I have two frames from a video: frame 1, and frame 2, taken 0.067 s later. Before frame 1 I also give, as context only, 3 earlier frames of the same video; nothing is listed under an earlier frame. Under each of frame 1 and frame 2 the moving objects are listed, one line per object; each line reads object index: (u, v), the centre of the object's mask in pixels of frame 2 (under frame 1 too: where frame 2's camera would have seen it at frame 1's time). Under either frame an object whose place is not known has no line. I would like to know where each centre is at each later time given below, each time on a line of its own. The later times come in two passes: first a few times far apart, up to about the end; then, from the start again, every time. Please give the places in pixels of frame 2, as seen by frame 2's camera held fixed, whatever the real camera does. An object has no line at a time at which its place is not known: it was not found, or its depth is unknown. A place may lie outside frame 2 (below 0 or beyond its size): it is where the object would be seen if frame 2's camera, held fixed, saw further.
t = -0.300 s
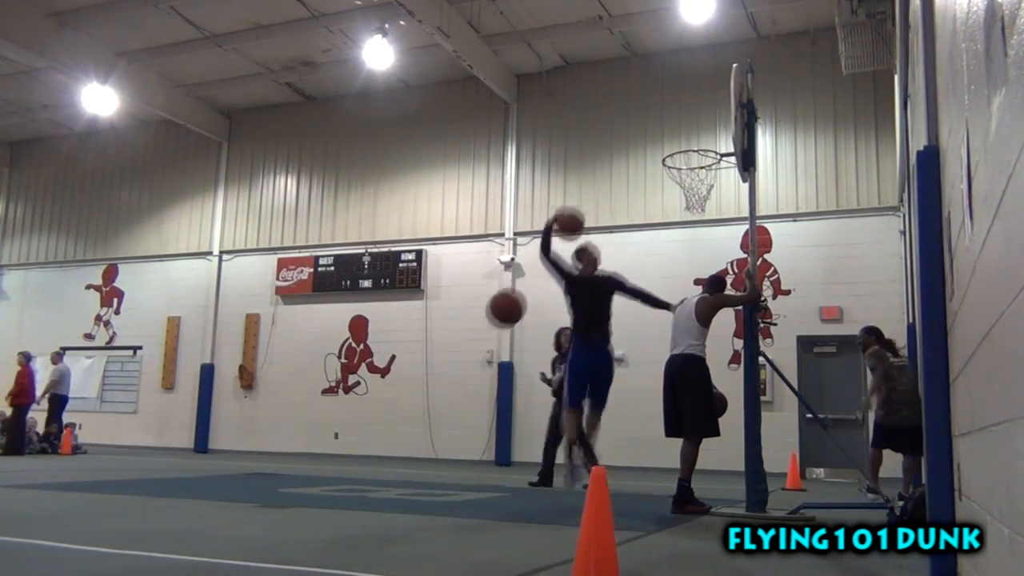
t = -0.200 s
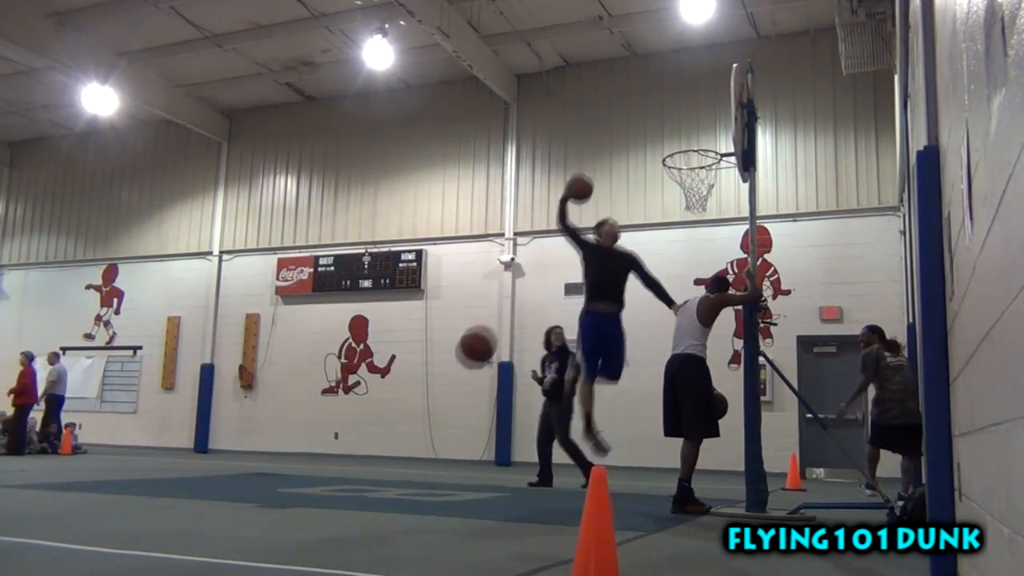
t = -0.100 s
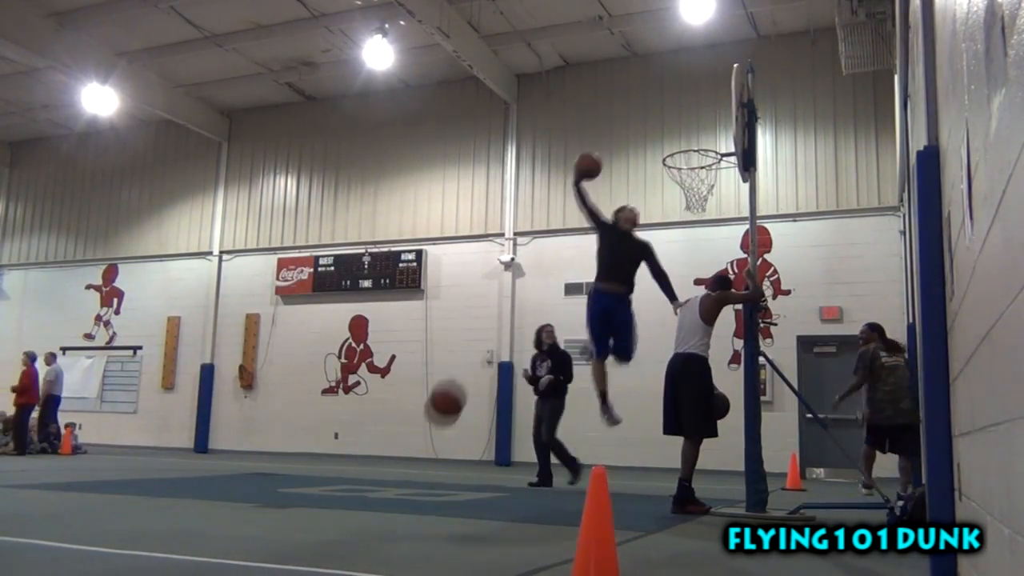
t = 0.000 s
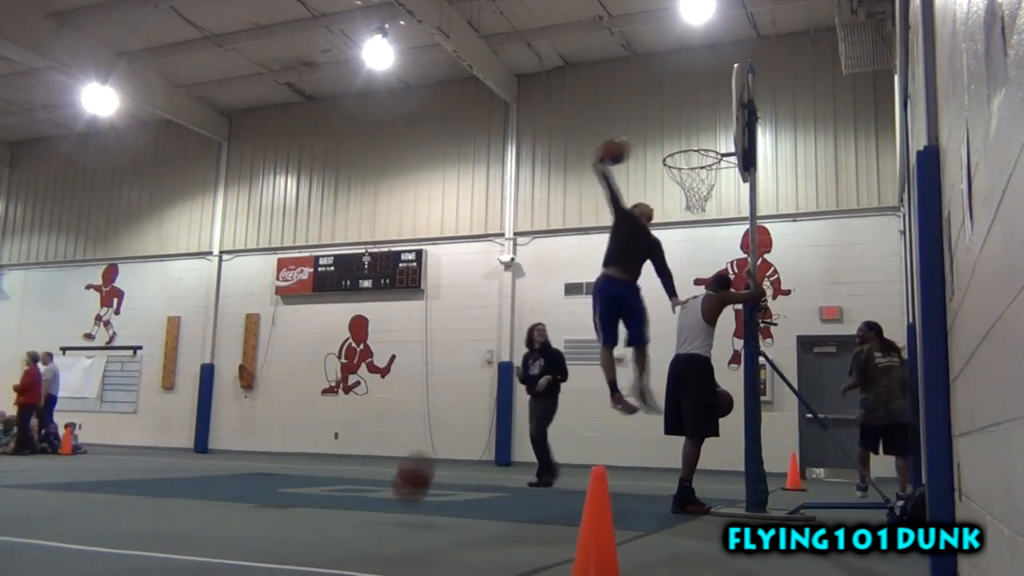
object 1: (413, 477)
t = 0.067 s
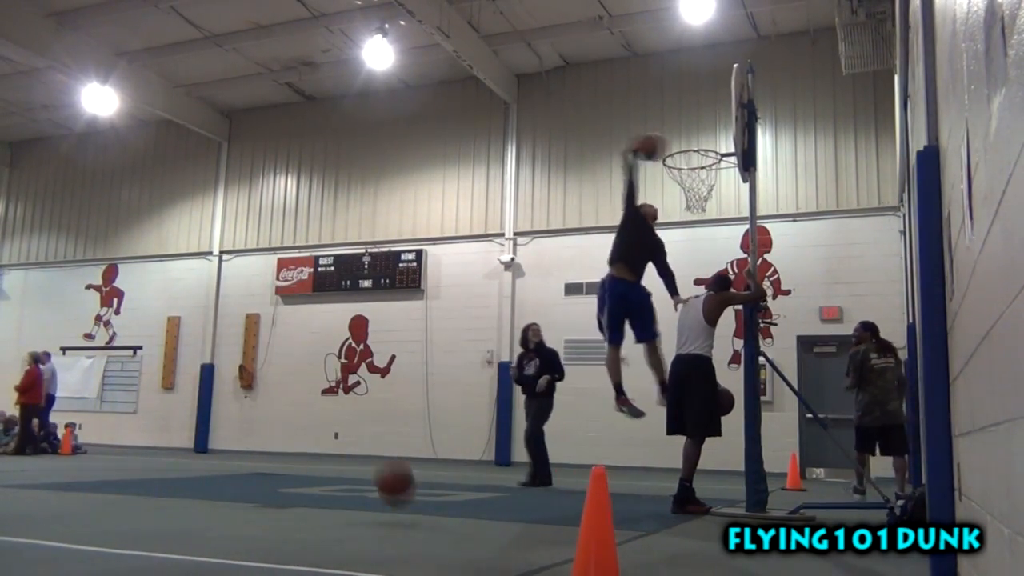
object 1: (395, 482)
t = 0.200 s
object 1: (366, 409)
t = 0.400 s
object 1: (319, 348)
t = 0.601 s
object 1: (271, 350)
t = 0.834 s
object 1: (201, 438)
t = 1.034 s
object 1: (147, 447)
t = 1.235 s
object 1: (102, 390)
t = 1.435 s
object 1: (45, 399)
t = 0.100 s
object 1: (388, 461)
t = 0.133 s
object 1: (380, 440)
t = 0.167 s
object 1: (374, 424)
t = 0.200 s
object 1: (366, 409)
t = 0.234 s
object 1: (360, 394)
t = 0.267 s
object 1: (350, 381)
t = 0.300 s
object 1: (343, 371)
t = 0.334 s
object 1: (335, 361)
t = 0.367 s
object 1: (326, 354)
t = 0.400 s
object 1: (319, 348)
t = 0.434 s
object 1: (311, 344)
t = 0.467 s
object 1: (303, 342)
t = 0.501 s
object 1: (295, 342)
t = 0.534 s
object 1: (287, 343)
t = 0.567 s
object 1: (279, 346)
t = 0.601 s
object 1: (271, 350)
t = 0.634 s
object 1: (261, 357)
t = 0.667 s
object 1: (251, 366)
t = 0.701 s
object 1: (242, 377)
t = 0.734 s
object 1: (234, 386)
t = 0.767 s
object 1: (223, 401)
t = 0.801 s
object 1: (212, 418)
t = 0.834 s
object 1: (201, 438)
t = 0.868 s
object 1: (190, 458)
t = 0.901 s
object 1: (179, 481)
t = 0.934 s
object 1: (168, 499)
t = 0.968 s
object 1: (161, 482)
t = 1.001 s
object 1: (154, 464)
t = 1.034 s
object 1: (147, 447)
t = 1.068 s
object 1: (140, 434)
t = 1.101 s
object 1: (132, 422)
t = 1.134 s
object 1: (125, 412)
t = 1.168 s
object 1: (117, 403)
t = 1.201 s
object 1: (108, 396)
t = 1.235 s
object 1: (102, 390)
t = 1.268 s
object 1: (92, 387)
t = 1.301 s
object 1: (85, 386)
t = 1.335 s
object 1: (74, 387)
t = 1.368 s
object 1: (63, 389)
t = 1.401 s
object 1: (56, 393)
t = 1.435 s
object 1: (45, 399)
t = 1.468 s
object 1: (36, 407)
